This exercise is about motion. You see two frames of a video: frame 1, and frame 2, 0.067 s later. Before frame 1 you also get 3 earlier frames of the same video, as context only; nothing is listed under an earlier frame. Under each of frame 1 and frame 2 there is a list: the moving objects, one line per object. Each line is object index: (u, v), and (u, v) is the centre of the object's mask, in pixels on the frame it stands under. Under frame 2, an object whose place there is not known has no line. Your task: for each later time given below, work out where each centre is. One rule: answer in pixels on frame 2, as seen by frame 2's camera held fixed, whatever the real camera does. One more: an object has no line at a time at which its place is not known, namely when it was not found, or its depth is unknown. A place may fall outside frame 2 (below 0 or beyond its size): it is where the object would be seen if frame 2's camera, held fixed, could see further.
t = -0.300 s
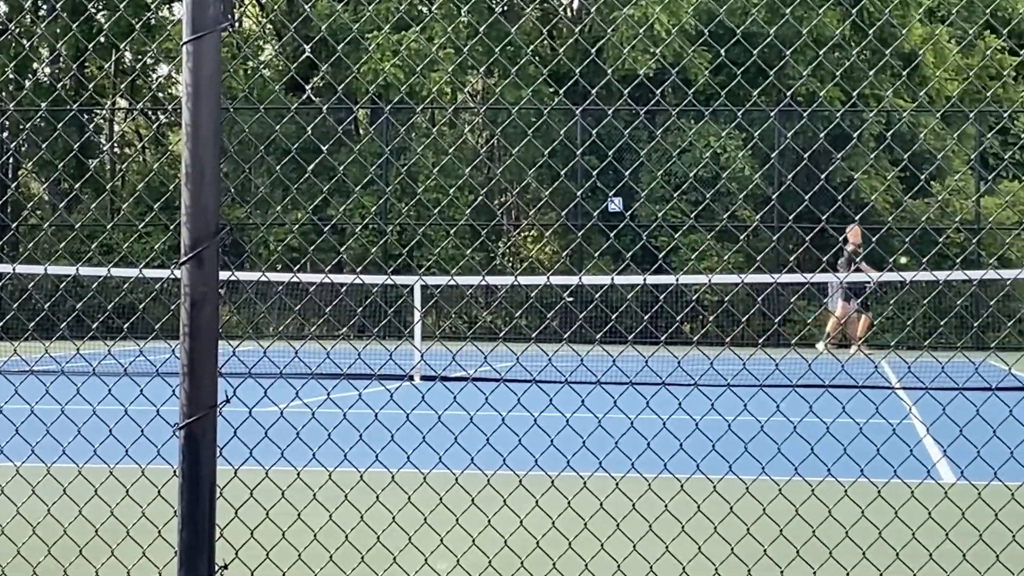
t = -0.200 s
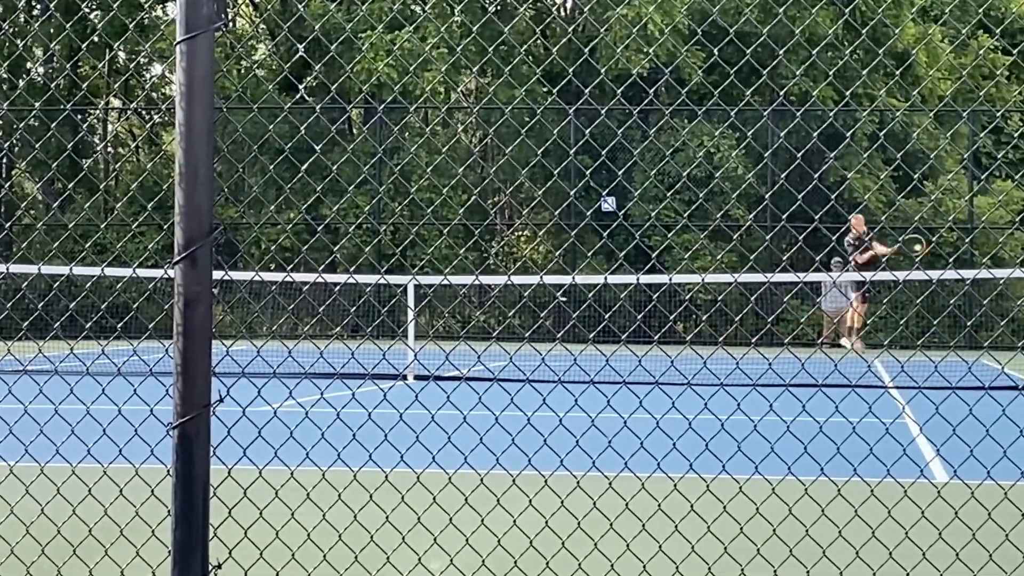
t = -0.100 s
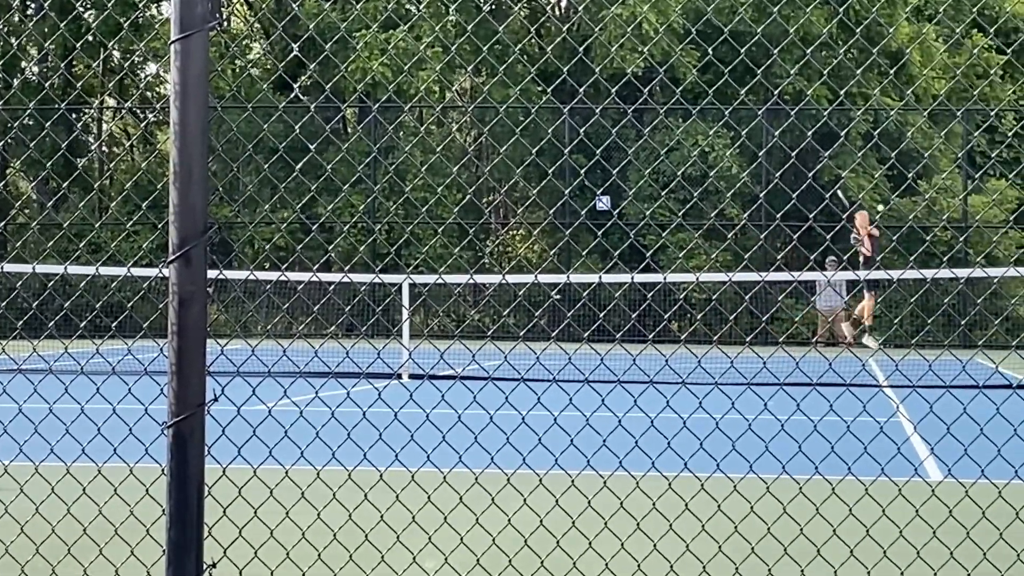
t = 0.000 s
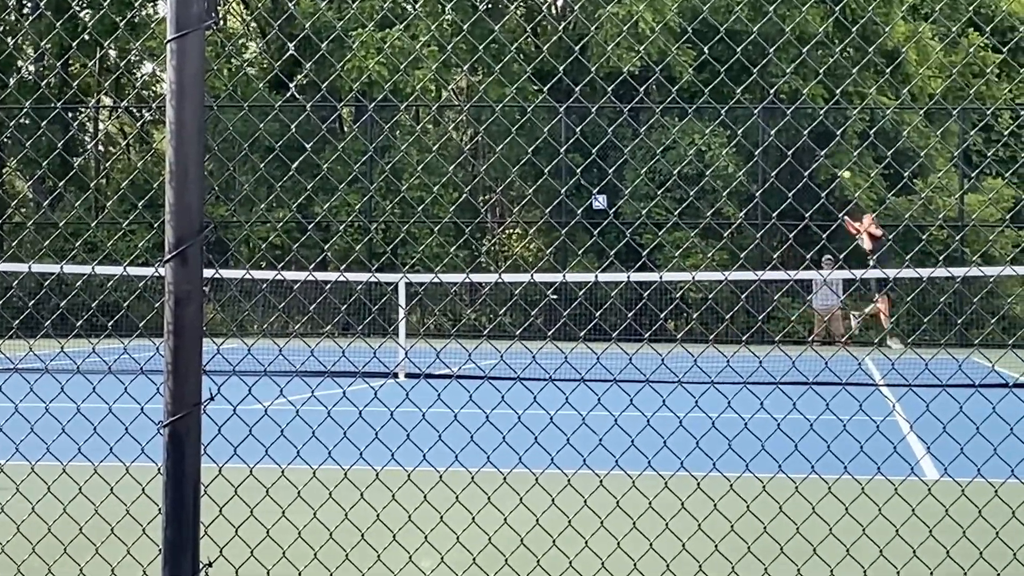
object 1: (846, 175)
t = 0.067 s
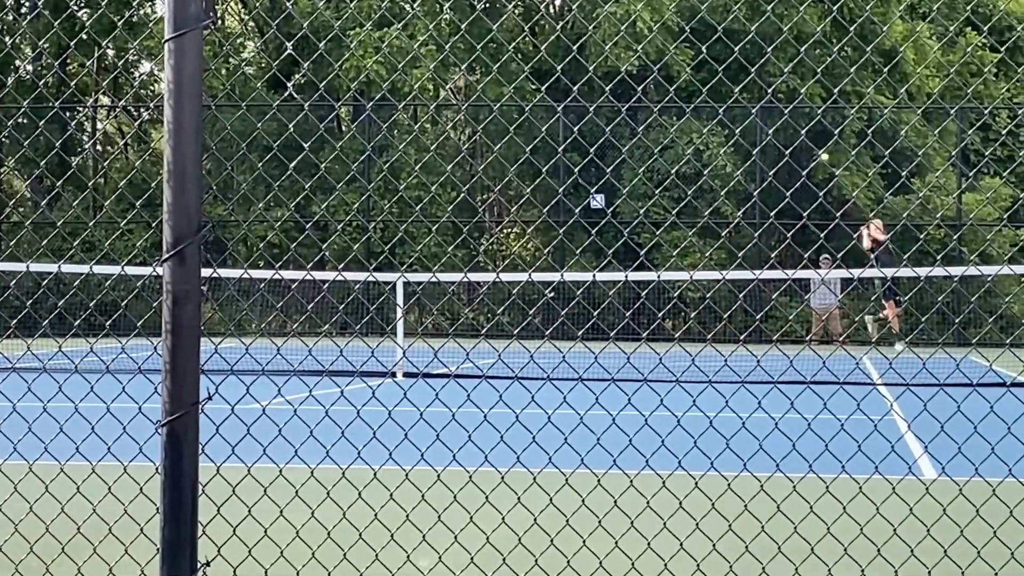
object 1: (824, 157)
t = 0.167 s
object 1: (796, 138)
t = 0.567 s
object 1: (695, 178)
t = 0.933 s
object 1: (623, 352)
